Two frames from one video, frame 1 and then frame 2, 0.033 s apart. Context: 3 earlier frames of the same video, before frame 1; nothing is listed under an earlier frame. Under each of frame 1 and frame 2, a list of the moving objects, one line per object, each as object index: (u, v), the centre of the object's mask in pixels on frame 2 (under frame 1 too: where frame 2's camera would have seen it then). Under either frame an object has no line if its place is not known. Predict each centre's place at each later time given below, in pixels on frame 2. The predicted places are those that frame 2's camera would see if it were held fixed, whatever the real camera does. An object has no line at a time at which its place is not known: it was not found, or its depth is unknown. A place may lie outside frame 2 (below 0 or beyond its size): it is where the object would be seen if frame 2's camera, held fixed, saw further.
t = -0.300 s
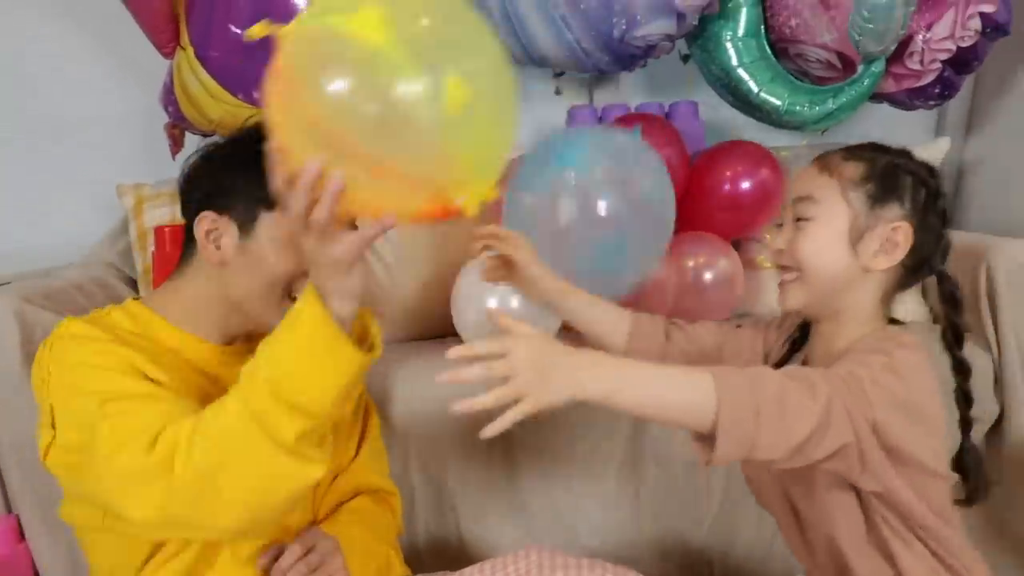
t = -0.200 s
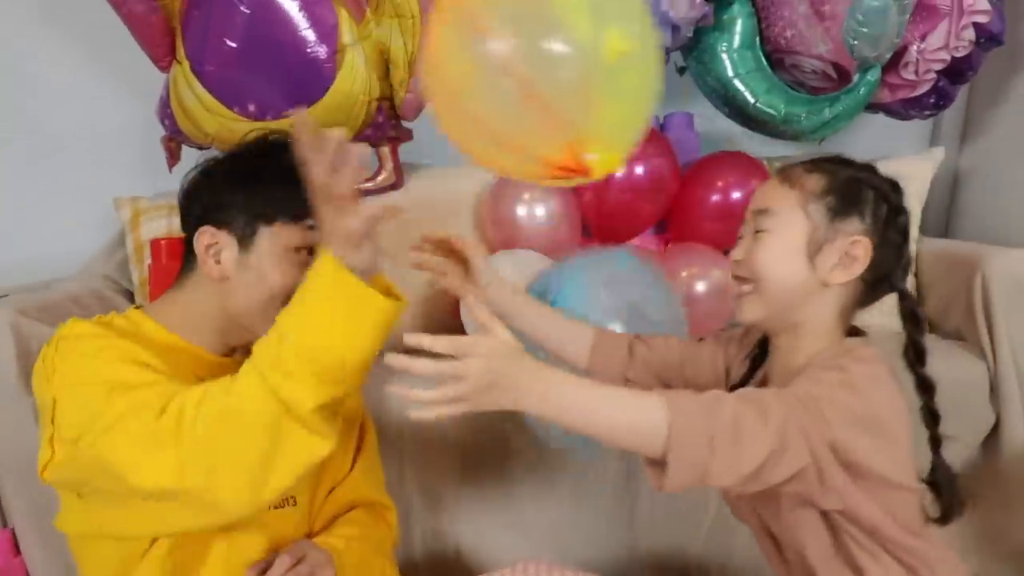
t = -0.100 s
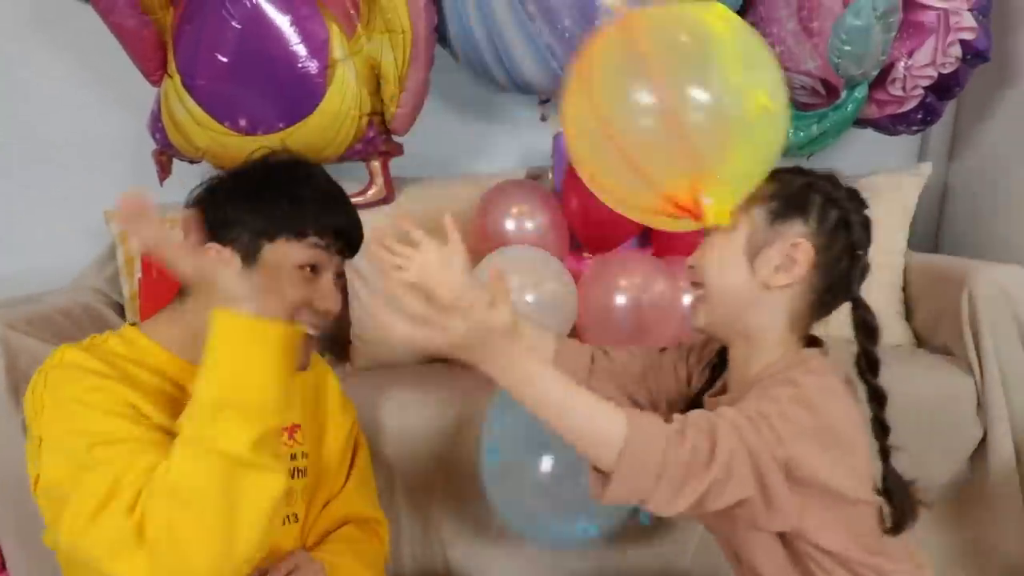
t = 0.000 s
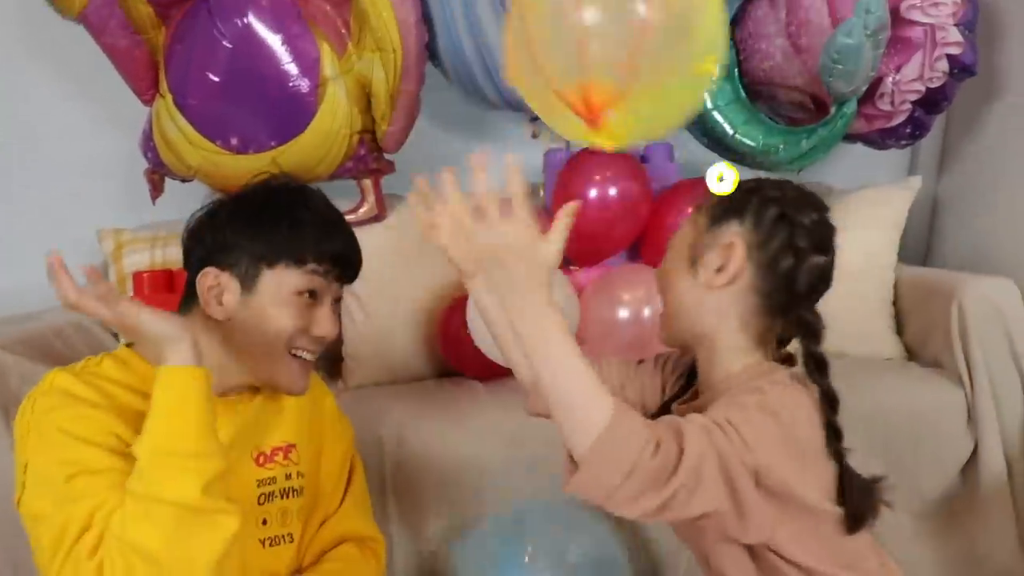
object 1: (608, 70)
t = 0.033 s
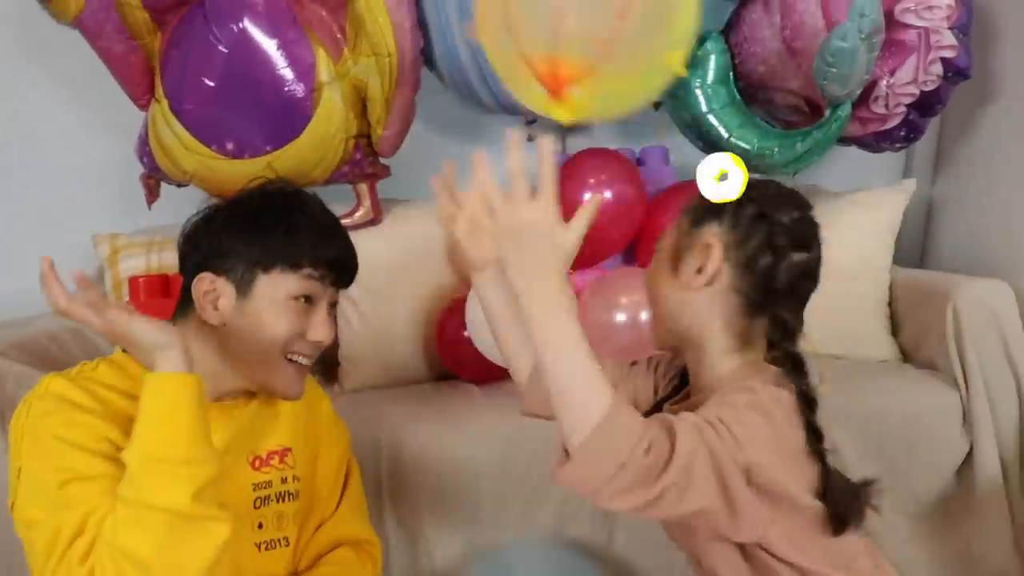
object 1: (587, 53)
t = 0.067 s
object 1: (564, 42)
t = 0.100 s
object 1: (542, 34)
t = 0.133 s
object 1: (522, 29)
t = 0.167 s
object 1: (503, 28)
